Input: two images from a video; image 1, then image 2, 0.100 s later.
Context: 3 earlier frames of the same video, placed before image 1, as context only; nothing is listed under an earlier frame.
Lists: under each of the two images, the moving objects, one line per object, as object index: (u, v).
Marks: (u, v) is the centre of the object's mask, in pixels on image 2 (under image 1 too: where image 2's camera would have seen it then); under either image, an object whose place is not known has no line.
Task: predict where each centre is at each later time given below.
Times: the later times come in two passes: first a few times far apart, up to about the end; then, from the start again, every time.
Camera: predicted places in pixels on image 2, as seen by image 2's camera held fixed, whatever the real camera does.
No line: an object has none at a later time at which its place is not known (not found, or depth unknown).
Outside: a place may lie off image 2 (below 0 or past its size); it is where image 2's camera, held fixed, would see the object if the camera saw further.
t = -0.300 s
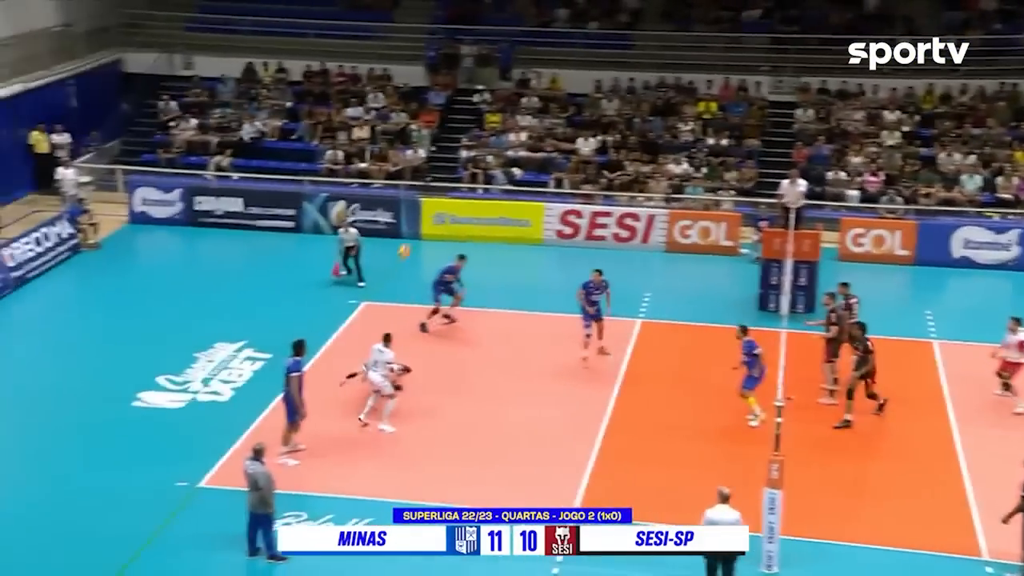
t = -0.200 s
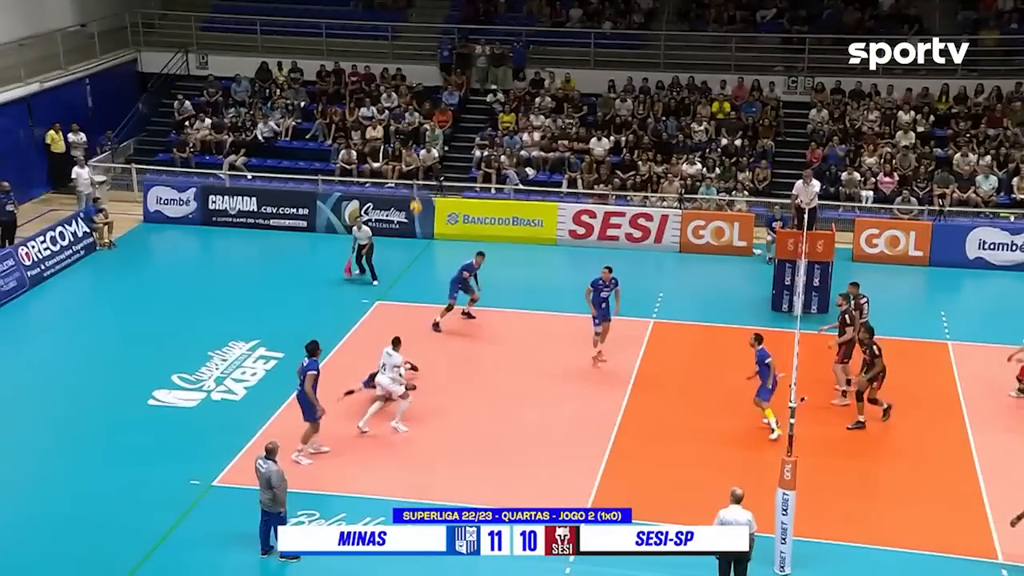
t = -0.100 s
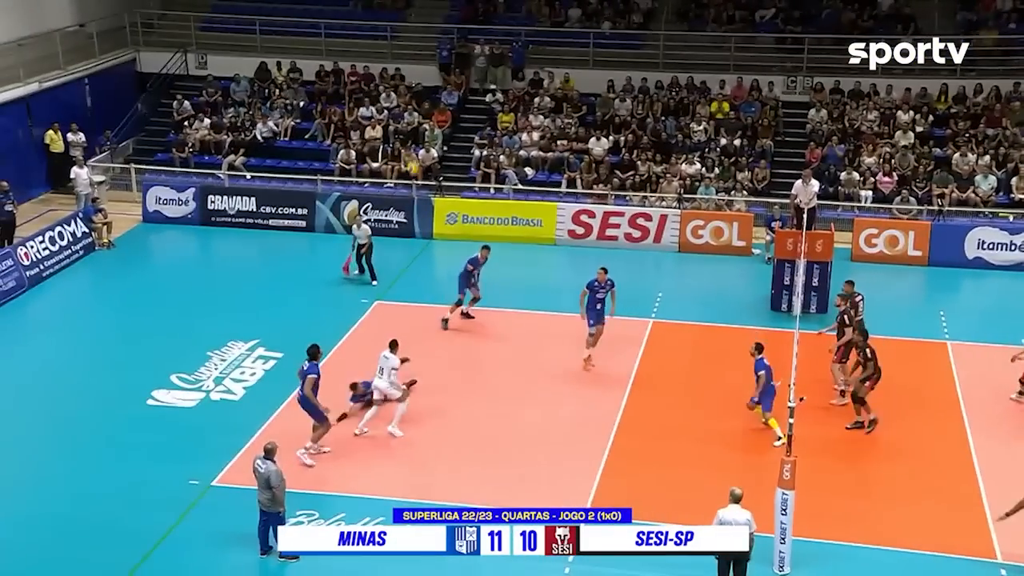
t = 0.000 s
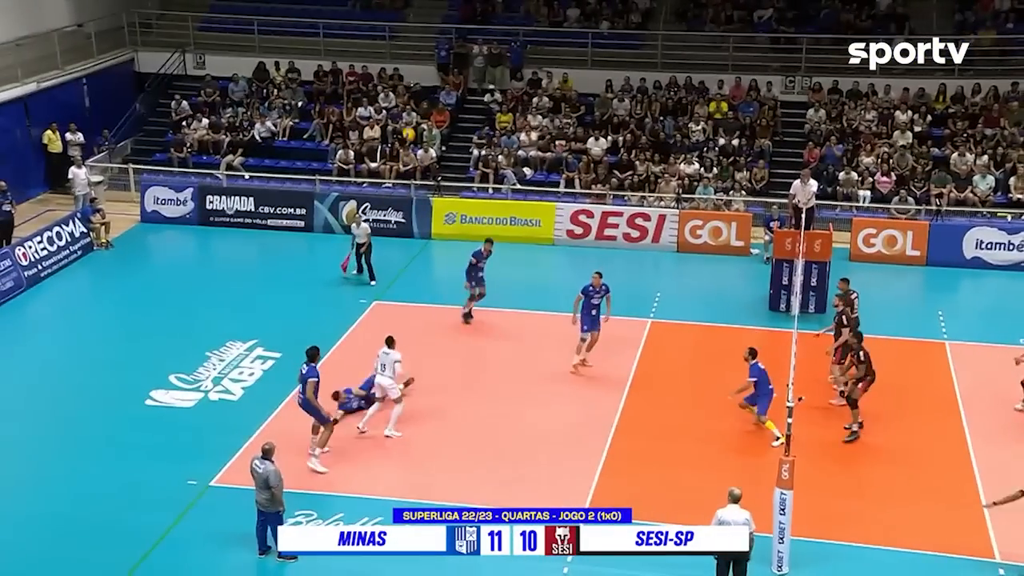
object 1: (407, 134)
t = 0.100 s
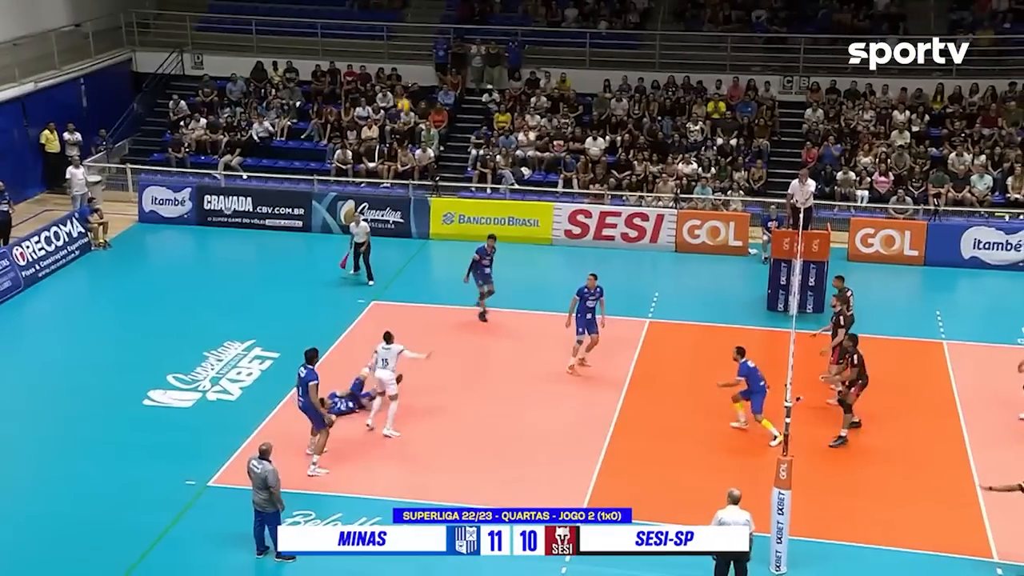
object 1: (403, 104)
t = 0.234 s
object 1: (398, 76)
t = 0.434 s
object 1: (394, 51)
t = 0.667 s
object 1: (387, 51)
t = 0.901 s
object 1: (383, 82)
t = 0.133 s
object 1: (402, 96)
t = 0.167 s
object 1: (402, 88)
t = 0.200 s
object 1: (401, 82)
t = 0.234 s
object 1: (398, 76)
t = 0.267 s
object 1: (397, 70)
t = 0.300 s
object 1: (397, 64)
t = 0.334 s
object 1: (396, 60)
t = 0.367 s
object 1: (395, 57)
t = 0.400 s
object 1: (395, 52)
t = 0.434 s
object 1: (394, 51)
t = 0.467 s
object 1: (393, 49)
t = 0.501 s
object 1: (392, 48)
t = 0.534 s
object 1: (391, 48)
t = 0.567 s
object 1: (390, 48)
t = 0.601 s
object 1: (389, 48)
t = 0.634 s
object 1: (388, 49)
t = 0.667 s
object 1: (387, 51)
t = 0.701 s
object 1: (386, 54)
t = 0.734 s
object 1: (386, 57)
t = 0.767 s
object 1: (385, 60)
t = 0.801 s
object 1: (385, 66)
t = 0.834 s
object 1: (383, 71)
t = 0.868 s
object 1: (383, 76)
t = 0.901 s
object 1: (383, 82)
